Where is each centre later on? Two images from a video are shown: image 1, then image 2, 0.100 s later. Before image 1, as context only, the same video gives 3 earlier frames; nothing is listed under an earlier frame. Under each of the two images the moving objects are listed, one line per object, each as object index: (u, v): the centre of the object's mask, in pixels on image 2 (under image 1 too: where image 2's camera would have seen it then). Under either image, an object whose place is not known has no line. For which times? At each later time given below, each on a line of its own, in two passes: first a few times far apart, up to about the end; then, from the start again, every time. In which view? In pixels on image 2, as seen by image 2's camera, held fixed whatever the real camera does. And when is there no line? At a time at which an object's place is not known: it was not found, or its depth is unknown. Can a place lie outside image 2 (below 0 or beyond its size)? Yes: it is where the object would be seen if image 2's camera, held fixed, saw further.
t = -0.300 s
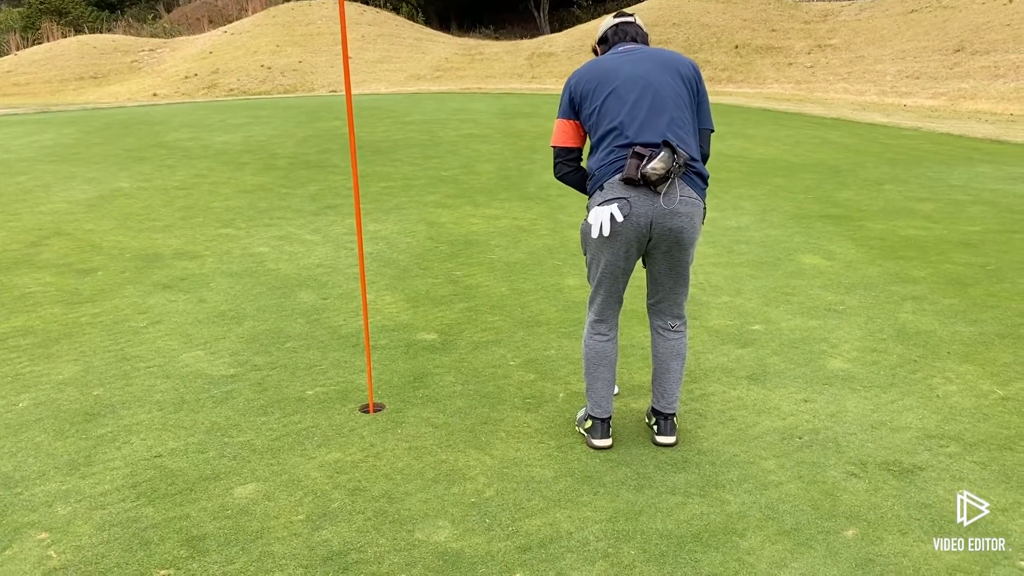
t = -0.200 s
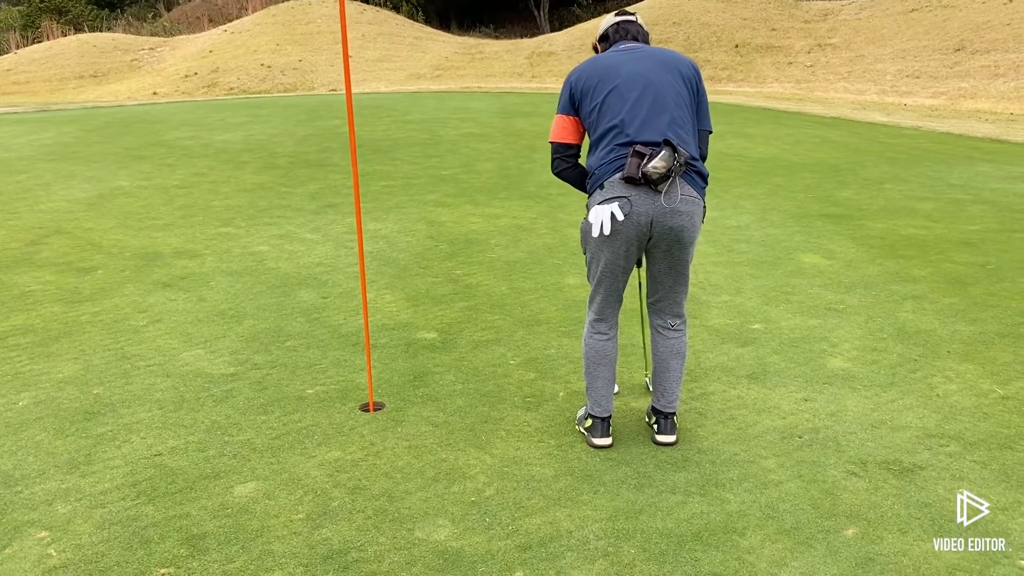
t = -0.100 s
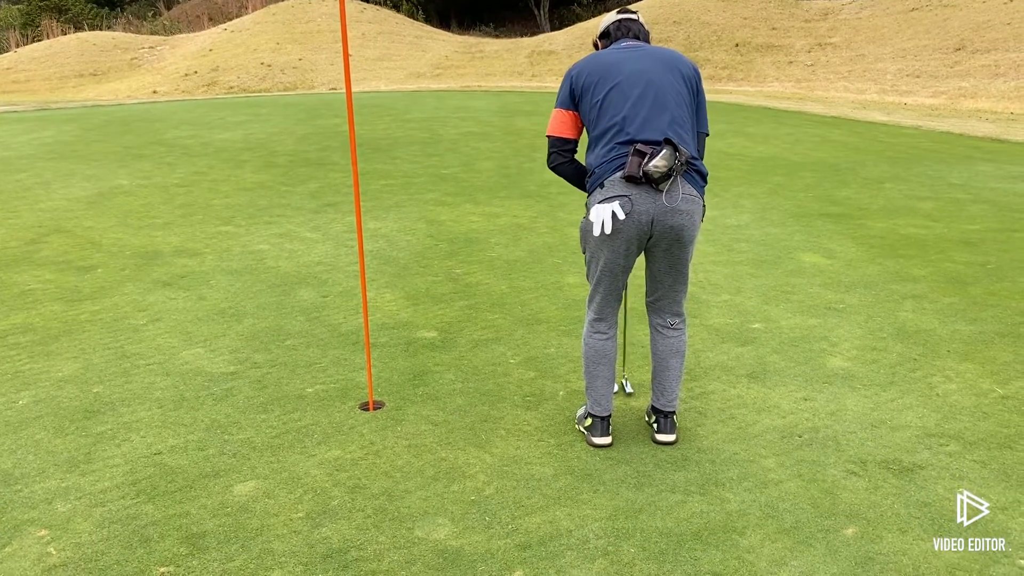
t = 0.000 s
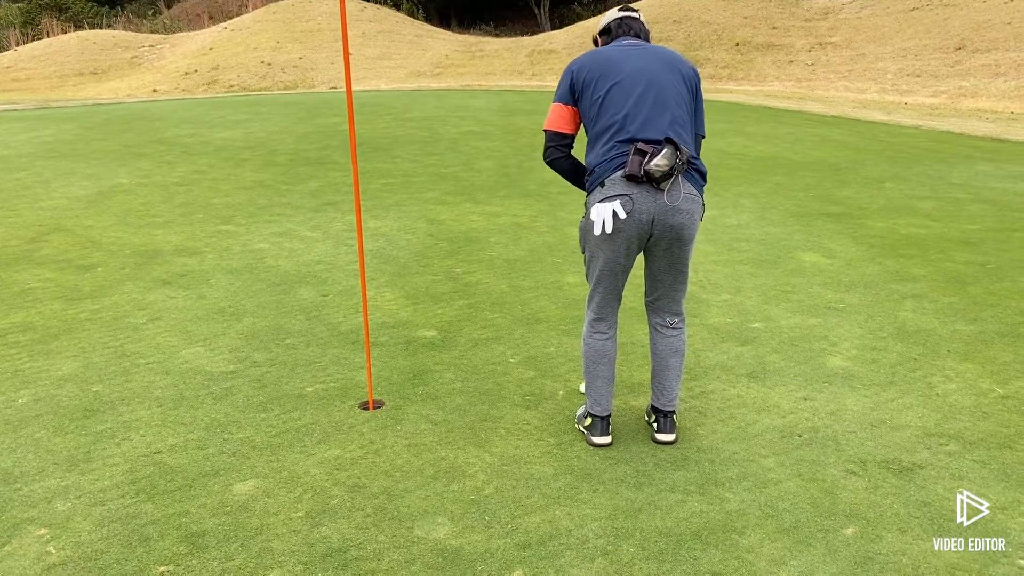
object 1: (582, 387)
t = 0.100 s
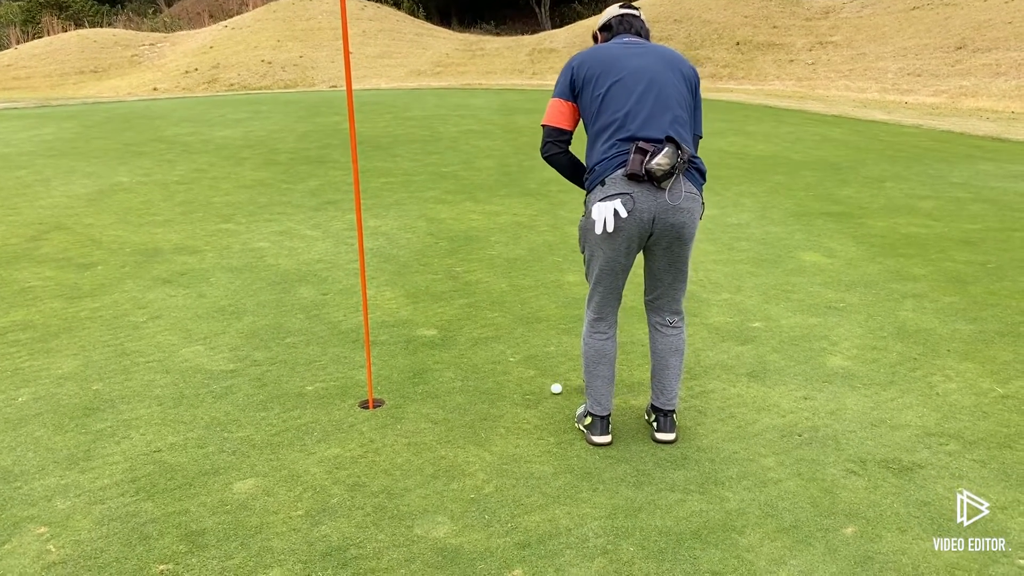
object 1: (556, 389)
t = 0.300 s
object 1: (505, 392)
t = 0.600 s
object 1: (438, 397)
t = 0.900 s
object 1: (382, 402)
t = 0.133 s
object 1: (547, 389)
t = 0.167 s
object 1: (538, 390)
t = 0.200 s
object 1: (529, 391)
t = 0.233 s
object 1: (521, 390)
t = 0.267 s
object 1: (513, 390)
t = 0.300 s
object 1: (505, 392)
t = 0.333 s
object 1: (497, 392)
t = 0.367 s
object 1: (490, 393)
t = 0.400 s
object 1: (482, 394)
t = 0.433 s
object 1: (474, 394)
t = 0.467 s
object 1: (466, 395)
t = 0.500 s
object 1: (459, 396)
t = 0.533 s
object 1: (452, 396)
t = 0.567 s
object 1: (445, 397)
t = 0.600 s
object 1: (438, 397)
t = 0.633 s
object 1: (431, 398)
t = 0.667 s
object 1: (424, 399)
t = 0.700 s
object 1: (418, 399)
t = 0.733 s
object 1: (412, 399)
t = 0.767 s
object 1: (405, 400)
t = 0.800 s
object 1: (399, 400)
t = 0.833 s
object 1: (393, 401)
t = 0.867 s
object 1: (388, 401)
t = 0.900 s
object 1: (382, 402)
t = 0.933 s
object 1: (377, 403)
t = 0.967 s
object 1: (371, 406)
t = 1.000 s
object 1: (367, 408)
